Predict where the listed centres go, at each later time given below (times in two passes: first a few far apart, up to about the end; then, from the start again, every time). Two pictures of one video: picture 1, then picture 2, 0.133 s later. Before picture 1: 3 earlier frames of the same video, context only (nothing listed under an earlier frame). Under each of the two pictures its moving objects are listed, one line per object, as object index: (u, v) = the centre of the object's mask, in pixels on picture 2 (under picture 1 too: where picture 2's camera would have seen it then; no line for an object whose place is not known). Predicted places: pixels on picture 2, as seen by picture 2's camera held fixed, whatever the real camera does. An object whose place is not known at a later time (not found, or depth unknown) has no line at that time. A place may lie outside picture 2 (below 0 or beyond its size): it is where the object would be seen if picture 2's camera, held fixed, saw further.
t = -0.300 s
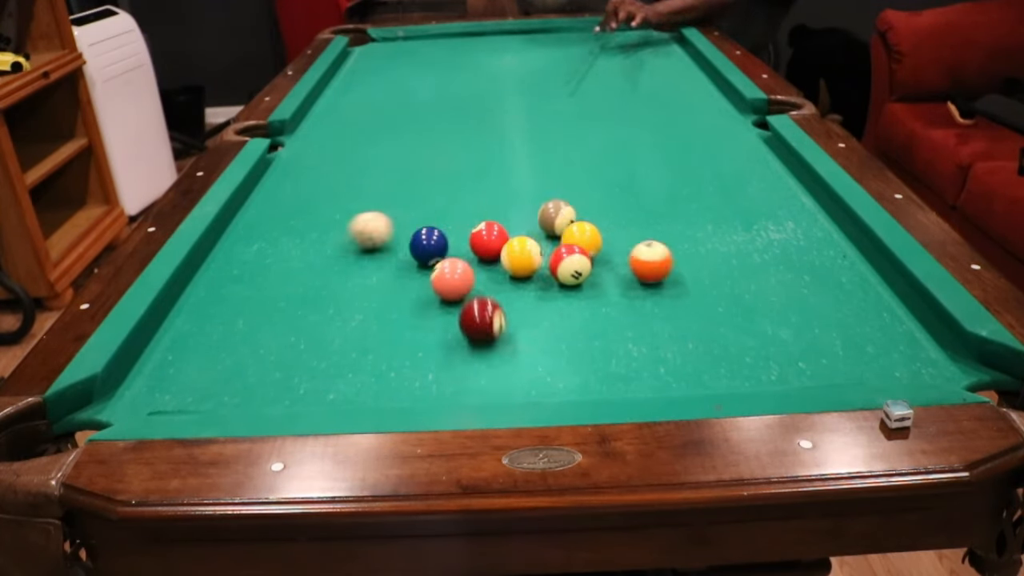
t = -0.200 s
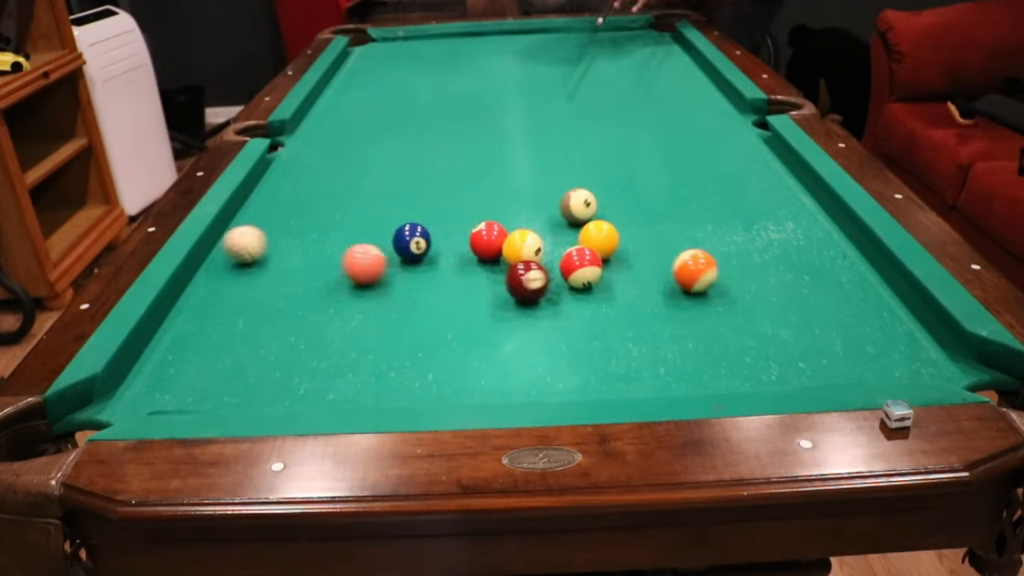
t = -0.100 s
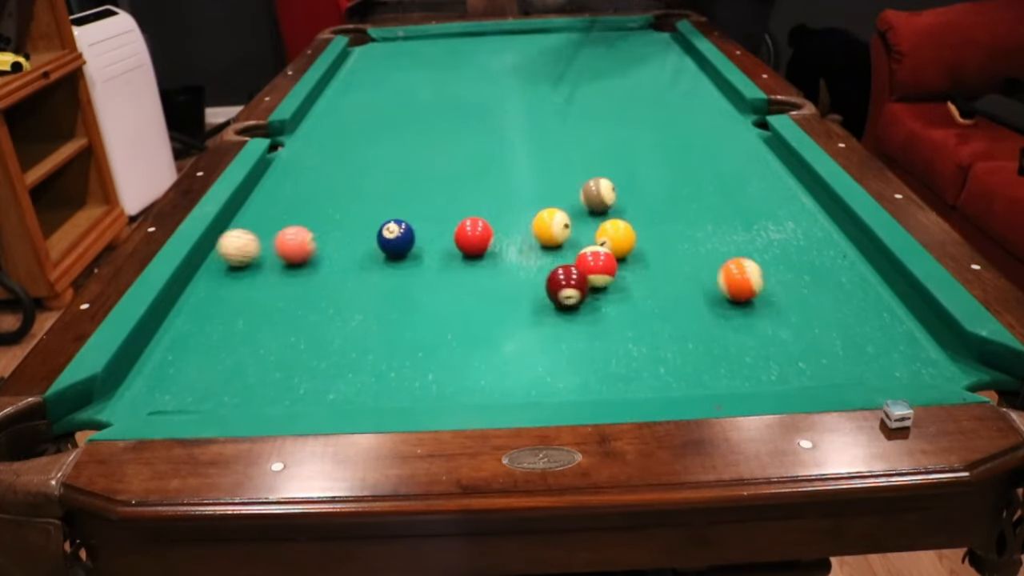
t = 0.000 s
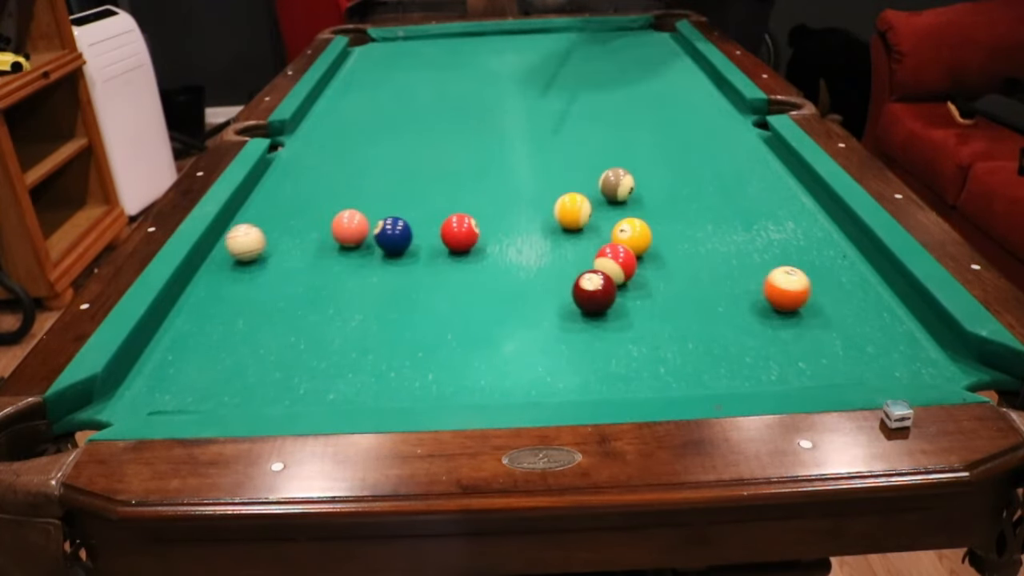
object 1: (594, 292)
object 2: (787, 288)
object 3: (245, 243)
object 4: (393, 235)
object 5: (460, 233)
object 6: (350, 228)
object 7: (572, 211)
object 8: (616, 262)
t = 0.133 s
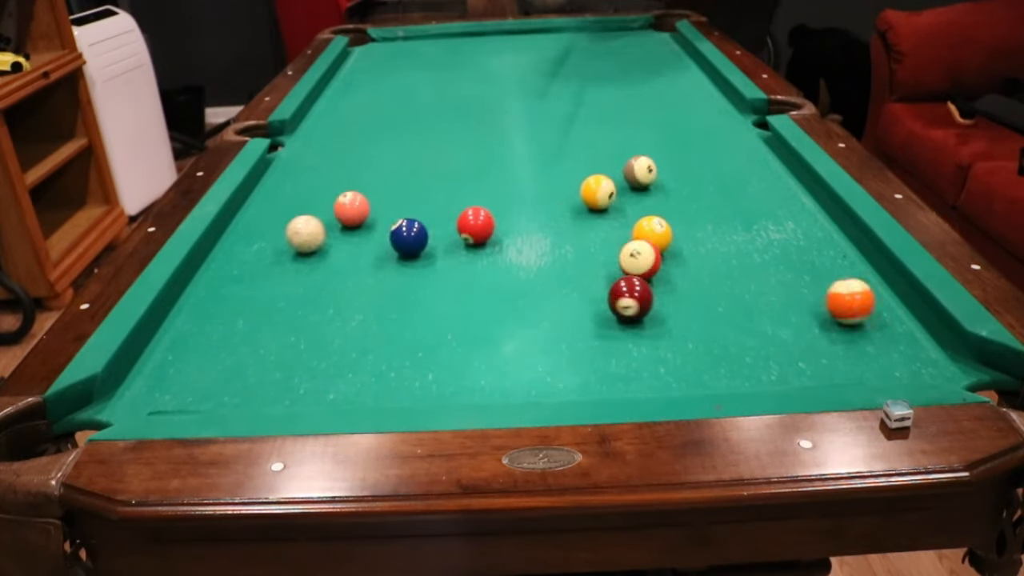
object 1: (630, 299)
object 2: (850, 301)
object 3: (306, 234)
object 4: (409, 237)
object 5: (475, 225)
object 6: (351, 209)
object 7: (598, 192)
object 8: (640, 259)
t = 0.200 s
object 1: (648, 302)
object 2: (882, 306)
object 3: (333, 230)
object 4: (406, 238)
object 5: (489, 221)
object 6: (352, 200)
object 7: (609, 183)
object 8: (652, 258)
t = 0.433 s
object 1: (712, 314)
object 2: (906, 327)
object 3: (430, 216)
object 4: (400, 242)
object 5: (533, 208)
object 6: (354, 174)
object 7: (645, 156)
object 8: (691, 251)
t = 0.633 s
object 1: (767, 322)
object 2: (884, 343)
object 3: (507, 206)
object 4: (398, 243)
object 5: (569, 198)
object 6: (357, 155)
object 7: (672, 137)
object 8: (721, 245)
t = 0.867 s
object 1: (827, 330)
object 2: (861, 358)
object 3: (583, 197)
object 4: (397, 243)
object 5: (615, 185)
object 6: (360, 136)
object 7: (699, 117)
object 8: (754, 240)
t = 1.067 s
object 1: (880, 338)
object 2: (841, 366)
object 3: (631, 192)
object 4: (398, 243)
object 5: (661, 172)
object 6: (363, 122)
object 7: (718, 103)
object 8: (780, 237)
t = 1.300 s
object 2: (817, 368)
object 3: (684, 187)
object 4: (398, 243)
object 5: (710, 159)
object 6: (367, 108)
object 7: (718, 90)
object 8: (805, 232)
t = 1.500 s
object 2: (798, 367)
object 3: (726, 182)
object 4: (398, 243)
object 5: (747, 150)
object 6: (371, 98)
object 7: (700, 82)
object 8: (824, 228)
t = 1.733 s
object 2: (782, 365)
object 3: (771, 178)
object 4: (398, 243)
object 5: (762, 142)
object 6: (374, 87)
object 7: (685, 74)
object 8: (844, 225)
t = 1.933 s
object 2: (772, 364)
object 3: (796, 175)
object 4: (398, 243)
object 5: (741, 138)
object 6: (378, 79)
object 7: (673, 67)
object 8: (836, 224)
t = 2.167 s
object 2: (766, 362)
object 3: (777, 174)
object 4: (398, 243)
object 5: (721, 134)
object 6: (382, 70)
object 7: (661, 61)
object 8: (831, 223)
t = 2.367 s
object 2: (765, 360)
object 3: (763, 173)
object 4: (398, 243)
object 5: (706, 132)
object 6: (385, 63)
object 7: (652, 56)
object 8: (830, 222)
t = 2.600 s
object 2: (766, 360)
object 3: (751, 173)
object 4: (398, 243)
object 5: (691, 129)
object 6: (389, 57)
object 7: (643, 51)
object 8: (831, 222)
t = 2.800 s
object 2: (767, 361)
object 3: (743, 172)
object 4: (398, 243)
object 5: (680, 127)
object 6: (393, 52)
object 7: (637, 47)
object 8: (831, 222)
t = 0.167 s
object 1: (640, 300)
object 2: (866, 304)
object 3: (320, 232)
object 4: (407, 238)
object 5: (482, 223)
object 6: (352, 205)
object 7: (603, 188)
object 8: (646, 258)
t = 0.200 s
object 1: (648, 302)
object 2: (882, 306)
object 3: (333, 230)
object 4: (406, 238)
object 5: (489, 221)
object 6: (352, 200)
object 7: (609, 183)
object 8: (652, 258)
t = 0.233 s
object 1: (657, 303)
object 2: (899, 310)
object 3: (348, 228)
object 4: (405, 239)
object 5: (495, 219)
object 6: (353, 195)
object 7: (615, 179)
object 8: (657, 257)
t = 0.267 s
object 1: (667, 305)
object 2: (915, 313)
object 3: (361, 226)
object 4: (404, 240)
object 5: (502, 218)
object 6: (353, 191)
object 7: (620, 175)
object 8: (663, 256)
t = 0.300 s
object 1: (676, 307)
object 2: (923, 316)
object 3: (374, 224)
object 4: (403, 240)
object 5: (508, 216)
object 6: (353, 188)
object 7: (626, 171)
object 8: (669, 255)
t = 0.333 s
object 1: (686, 308)
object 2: (917, 319)
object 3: (386, 219)
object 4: (403, 240)
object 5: (515, 214)
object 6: (353, 185)
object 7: (631, 167)
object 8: (674, 254)
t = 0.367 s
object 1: (694, 311)
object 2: (913, 322)
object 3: (403, 214)
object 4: (402, 241)
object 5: (521, 212)
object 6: (354, 181)
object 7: (636, 163)
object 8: (680, 253)
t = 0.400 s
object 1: (703, 312)
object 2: (910, 324)
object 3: (418, 215)
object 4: (401, 241)
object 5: (527, 210)
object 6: (354, 177)
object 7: (641, 160)
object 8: (685, 252)
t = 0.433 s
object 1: (712, 314)
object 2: (906, 327)
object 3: (430, 216)
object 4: (400, 242)
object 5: (533, 208)
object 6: (354, 174)
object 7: (645, 156)
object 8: (691, 251)
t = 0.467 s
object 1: (722, 315)
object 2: (902, 330)
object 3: (442, 215)
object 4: (399, 242)
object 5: (539, 206)
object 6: (355, 170)
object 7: (650, 153)
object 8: (696, 250)
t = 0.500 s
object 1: (730, 316)
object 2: (898, 332)
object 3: (456, 212)
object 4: (399, 242)
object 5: (546, 205)
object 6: (355, 167)
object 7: (655, 149)
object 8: (701, 249)
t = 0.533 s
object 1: (740, 318)
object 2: (895, 335)
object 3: (469, 211)
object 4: (399, 242)
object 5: (551, 203)
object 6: (356, 164)
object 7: (659, 146)
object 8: (706, 248)
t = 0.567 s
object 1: (749, 319)
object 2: (891, 337)
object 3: (482, 209)
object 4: (398, 243)
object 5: (557, 201)
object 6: (356, 161)
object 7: (664, 143)
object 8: (711, 247)
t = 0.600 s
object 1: (758, 320)
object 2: (888, 340)
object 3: (494, 208)
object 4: (398, 243)
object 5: (563, 200)
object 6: (357, 158)
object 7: (668, 140)
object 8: (716, 246)
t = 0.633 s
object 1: (767, 322)
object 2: (884, 343)
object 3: (507, 206)
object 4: (398, 243)
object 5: (569, 198)
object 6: (357, 155)
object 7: (672, 137)
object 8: (721, 245)
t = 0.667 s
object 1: (775, 323)
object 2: (881, 345)
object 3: (520, 204)
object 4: (398, 243)
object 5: (574, 196)
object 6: (357, 152)
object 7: (676, 134)
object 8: (726, 244)
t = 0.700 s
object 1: (784, 325)
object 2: (877, 347)
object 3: (532, 202)
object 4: (397, 243)
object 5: (580, 195)
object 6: (358, 149)
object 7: (680, 131)
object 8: (731, 244)
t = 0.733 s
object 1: (793, 326)
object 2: (874, 349)
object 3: (544, 201)
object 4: (397, 243)
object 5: (585, 193)
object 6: (358, 147)
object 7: (684, 128)
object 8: (735, 243)
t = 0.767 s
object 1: (802, 327)
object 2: (870, 352)
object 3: (557, 199)
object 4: (397, 243)
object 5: (591, 191)
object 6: (359, 144)
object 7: (688, 125)
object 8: (740, 243)
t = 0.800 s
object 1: (811, 329)
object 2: (867, 354)
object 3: (567, 198)
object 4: (397, 243)
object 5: (599, 189)
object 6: (359, 141)
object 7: (691, 122)
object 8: (745, 242)
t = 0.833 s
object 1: (819, 330)
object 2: (864, 356)
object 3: (575, 198)
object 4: (397, 243)
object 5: (607, 187)
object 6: (360, 139)
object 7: (695, 120)
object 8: (749, 241)
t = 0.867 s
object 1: (827, 330)
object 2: (861, 358)
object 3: (583, 197)
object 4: (397, 243)
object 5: (615, 185)
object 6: (360, 136)
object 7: (699, 117)
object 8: (754, 240)
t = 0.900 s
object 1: (835, 328)
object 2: (857, 360)
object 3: (591, 196)
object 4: (397, 243)
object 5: (623, 183)
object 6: (361, 134)
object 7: (702, 115)
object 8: (759, 240)
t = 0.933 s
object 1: (845, 327)
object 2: (854, 361)
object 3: (599, 195)
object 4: (398, 243)
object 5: (631, 181)
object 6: (361, 131)
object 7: (705, 112)
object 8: (763, 239)
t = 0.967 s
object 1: (855, 328)
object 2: (851, 362)
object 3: (607, 194)
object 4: (398, 243)
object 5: (639, 179)
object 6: (362, 129)
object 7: (709, 110)
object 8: (767, 239)
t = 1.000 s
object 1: (865, 331)
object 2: (848, 363)
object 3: (615, 193)
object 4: (398, 243)
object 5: (646, 176)
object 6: (362, 127)
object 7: (712, 107)
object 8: (772, 238)
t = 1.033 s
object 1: (873, 335)
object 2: (844, 365)
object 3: (623, 192)
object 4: (398, 243)
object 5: (654, 174)
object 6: (363, 124)
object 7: (715, 105)
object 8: (776, 237)
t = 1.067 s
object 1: (880, 338)
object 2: (841, 366)
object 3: (631, 192)
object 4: (398, 243)
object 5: (661, 172)
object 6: (363, 122)
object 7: (718, 103)
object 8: (780, 237)
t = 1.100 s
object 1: (888, 339)
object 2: (838, 367)
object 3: (639, 191)
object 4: (398, 243)
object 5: (669, 170)
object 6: (364, 120)
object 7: (721, 101)
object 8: (784, 236)
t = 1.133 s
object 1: (897, 340)
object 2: (836, 368)
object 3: (647, 191)
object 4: (398, 243)
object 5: (676, 169)
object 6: (364, 118)
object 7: (724, 99)
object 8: (787, 235)
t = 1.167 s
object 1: (905, 341)
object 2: (832, 368)
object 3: (654, 189)
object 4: (398, 243)
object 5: (683, 167)
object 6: (365, 116)
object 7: (727, 97)
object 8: (791, 235)
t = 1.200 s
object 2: (828, 368)
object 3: (662, 189)
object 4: (398, 243)
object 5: (690, 165)
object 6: (365, 114)
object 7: (728, 94)
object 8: (795, 234)
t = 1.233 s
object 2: (824, 368)
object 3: (670, 188)
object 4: (398, 243)
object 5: (697, 163)
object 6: (366, 112)
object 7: (725, 93)
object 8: (798, 234)
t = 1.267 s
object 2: (820, 368)
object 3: (677, 187)
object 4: (398, 243)
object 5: (703, 161)
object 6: (367, 110)
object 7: (721, 92)
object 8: (802, 233)
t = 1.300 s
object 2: (817, 368)
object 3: (684, 187)
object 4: (398, 243)
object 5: (710, 159)
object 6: (367, 108)
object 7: (718, 90)
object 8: (805, 232)
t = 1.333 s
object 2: (813, 368)
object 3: (691, 186)
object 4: (398, 243)
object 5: (716, 158)
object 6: (368, 106)
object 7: (714, 89)
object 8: (809, 232)
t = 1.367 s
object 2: (810, 368)
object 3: (698, 185)
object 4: (398, 243)
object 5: (723, 156)
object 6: (368, 105)
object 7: (711, 88)
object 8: (812, 231)
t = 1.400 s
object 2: (807, 368)
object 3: (706, 184)
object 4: (398, 243)
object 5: (729, 155)
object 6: (369, 103)
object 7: (708, 86)
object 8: (815, 230)
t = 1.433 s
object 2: (804, 367)
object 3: (713, 184)
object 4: (398, 243)
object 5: (735, 153)
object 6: (370, 101)
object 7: (705, 84)
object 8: (818, 230)
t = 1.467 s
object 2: (801, 367)
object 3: (719, 183)
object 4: (398, 243)
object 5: (742, 151)
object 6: (370, 99)
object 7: (703, 83)
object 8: (821, 229)
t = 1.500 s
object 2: (798, 367)
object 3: (726, 182)
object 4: (398, 243)
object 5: (747, 150)
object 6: (371, 98)
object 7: (700, 82)
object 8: (824, 228)
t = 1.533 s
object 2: (796, 367)
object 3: (733, 182)
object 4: (398, 243)
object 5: (753, 148)
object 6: (371, 96)
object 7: (697, 81)
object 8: (827, 228)
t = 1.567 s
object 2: (793, 367)
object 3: (740, 181)
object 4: (398, 243)
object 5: (760, 146)
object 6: (372, 94)
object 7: (695, 80)
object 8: (830, 227)
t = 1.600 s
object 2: (791, 367)
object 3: (746, 181)
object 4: (398, 243)
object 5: (765, 145)
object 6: (373, 93)
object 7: (693, 78)
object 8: (833, 227)
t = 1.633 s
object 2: (788, 366)
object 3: (753, 180)
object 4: (398, 243)
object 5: (771, 144)
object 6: (373, 91)
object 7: (691, 77)
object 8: (836, 226)
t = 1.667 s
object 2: (786, 366)
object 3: (759, 179)
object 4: (398, 243)
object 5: (770, 143)
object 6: (373, 90)
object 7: (689, 76)
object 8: (839, 226)
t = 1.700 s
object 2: (784, 366)
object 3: (765, 178)
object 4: (398, 243)
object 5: (765, 142)
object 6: (374, 88)
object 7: (687, 75)
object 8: (841, 225)
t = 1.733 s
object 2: (782, 365)
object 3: (771, 178)
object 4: (398, 243)
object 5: (762, 142)
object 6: (374, 87)
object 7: (685, 74)
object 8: (844, 225)
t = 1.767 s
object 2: (780, 365)
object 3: (778, 177)
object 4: (398, 243)
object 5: (758, 141)
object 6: (375, 85)
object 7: (682, 73)
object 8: (843, 224)
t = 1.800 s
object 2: (778, 365)
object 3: (784, 177)
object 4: (398, 243)
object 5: (754, 141)
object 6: (376, 84)
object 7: (680, 72)
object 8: (842, 224)
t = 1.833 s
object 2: (776, 365)
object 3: (790, 176)
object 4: (398, 243)
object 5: (751, 140)
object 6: (376, 83)
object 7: (678, 71)
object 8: (840, 224)
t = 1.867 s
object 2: (775, 364)
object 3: (796, 175)
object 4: (398, 243)
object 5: (748, 139)
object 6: (377, 81)
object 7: (677, 70)
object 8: (839, 224)
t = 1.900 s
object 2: (773, 364)
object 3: (799, 174)
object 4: (398, 243)
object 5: (745, 139)
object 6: (377, 80)
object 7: (675, 69)
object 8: (837, 224)
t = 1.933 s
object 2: (772, 364)
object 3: (796, 175)
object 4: (398, 243)
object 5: (741, 138)
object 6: (378, 79)
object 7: (673, 67)
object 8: (836, 224)
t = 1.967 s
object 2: (771, 364)
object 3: (793, 175)
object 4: (398, 243)
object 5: (738, 137)
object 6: (378, 77)
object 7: (671, 66)
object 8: (835, 224)
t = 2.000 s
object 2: (770, 363)
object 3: (790, 175)
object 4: (398, 243)
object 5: (735, 137)
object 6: (379, 76)
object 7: (669, 65)
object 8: (834, 224)
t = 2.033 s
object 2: (768, 363)
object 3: (787, 175)
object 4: (398, 243)
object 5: (732, 136)
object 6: (379, 75)
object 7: (667, 64)
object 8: (833, 223)
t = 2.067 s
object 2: (767, 363)
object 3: (785, 174)
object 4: (398, 243)
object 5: (729, 136)
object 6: (380, 73)
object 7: (666, 64)
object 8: (833, 223)
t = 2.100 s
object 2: (767, 362)
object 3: (782, 174)
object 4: (398, 243)
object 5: (726, 135)
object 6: (381, 72)
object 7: (664, 63)
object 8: (832, 223)
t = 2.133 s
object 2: (766, 362)
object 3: (779, 174)
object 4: (398, 243)
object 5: (723, 135)
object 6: (381, 71)
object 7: (662, 62)
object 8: (831, 223)
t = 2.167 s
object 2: (766, 362)
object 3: (777, 174)
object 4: (398, 243)
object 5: (721, 134)
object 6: (382, 70)
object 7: (661, 61)
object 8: (831, 223)
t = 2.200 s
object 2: (765, 361)
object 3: (775, 174)
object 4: (398, 243)
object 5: (718, 134)
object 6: (382, 69)
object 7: (659, 60)
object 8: (830, 223)
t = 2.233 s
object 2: (765, 361)
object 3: (772, 174)
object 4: (398, 243)
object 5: (715, 134)
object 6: (383, 68)
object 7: (658, 59)
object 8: (830, 222)
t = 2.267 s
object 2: (765, 361)
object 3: (770, 174)
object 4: (398, 243)
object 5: (713, 133)
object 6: (384, 67)
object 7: (657, 59)
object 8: (830, 222)
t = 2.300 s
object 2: (765, 361)
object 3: (768, 174)
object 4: (398, 243)
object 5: (710, 132)
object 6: (384, 65)
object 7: (655, 58)
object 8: (830, 223)
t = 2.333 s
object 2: (764, 361)
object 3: (766, 174)
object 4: (398, 243)
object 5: (708, 132)
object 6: (385, 64)
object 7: (654, 57)
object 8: (830, 222)
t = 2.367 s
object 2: (765, 360)
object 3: (763, 173)
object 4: (398, 243)
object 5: (706, 132)
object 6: (385, 63)
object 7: (652, 56)
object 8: (830, 222)
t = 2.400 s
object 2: (765, 360)
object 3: (761, 173)
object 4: (398, 243)
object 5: (703, 131)
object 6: (386, 62)
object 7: (651, 55)
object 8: (830, 222)
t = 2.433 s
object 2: (765, 360)
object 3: (760, 173)
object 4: (398, 243)
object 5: (701, 131)
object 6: (386, 62)
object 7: (649, 55)
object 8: (830, 222)
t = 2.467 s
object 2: (765, 360)
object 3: (758, 173)
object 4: (398, 243)
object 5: (699, 131)
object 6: (387, 60)
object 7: (648, 54)
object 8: (830, 222)
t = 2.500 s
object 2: (765, 360)
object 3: (756, 173)
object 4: (398, 243)
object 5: (697, 130)
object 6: (388, 59)
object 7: (647, 53)
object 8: (830, 222)
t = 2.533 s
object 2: (766, 361)
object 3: (754, 173)
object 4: (398, 243)
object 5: (695, 130)
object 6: (388, 58)
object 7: (645, 52)
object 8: (830, 222)
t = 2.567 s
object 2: (766, 360)
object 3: (752, 173)
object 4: (398, 243)
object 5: (692, 129)
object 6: (389, 58)
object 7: (644, 52)
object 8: (831, 222)
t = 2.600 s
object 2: (766, 360)
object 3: (751, 173)
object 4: (398, 243)
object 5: (691, 129)
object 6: (389, 57)
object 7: (643, 51)
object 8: (831, 222)
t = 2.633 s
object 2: (766, 360)
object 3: (749, 172)
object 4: (398, 243)
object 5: (689, 129)
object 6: (390, 56)
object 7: (642, 50)
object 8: (831, 222)
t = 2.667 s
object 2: (767, 360)
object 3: (747, 172)
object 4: (398, 243)
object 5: (687, 128)
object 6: (391, 55)
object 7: (641, 49)
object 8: (831, 222)
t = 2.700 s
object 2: (767, 361)
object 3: (747, 172)
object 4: (398, 243)
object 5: (685, 128)
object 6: (391, 54)
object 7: (640, 49)
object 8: (831, 222)
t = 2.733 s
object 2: (767, 361)
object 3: (745, 172)
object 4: (398, 243)
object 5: (683, 128)
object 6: (392, 53)
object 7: (639, 48)
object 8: (831, 222)
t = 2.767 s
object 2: (767, 361)
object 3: (744, 172)
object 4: (398, 243)
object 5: (682, 128)
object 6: (392, 52)
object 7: (638, 47)
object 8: (831, 222)
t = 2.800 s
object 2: (767, 361)
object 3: (743, 172)
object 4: (398, 243)
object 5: (680, 127)
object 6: (393, 52)
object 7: (637, 47)
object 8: (831, 222)
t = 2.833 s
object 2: (767, 361)
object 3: (742, 172)
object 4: (398, 243)
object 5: (679, 127)
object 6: (393, 51)
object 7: (636, 46)
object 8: (831, 222)
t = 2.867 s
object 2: (767, 361)
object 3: (741, 171)
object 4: (398, 243)
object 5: (678, 127)
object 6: (394, 50)
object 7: (635, 45)
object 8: (831, 222)
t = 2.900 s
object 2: (767, 361)
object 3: (740, 171)
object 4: (398, 243)
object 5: (676, 126)
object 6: (394, 50)
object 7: (634, 45)
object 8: (831, 222)
